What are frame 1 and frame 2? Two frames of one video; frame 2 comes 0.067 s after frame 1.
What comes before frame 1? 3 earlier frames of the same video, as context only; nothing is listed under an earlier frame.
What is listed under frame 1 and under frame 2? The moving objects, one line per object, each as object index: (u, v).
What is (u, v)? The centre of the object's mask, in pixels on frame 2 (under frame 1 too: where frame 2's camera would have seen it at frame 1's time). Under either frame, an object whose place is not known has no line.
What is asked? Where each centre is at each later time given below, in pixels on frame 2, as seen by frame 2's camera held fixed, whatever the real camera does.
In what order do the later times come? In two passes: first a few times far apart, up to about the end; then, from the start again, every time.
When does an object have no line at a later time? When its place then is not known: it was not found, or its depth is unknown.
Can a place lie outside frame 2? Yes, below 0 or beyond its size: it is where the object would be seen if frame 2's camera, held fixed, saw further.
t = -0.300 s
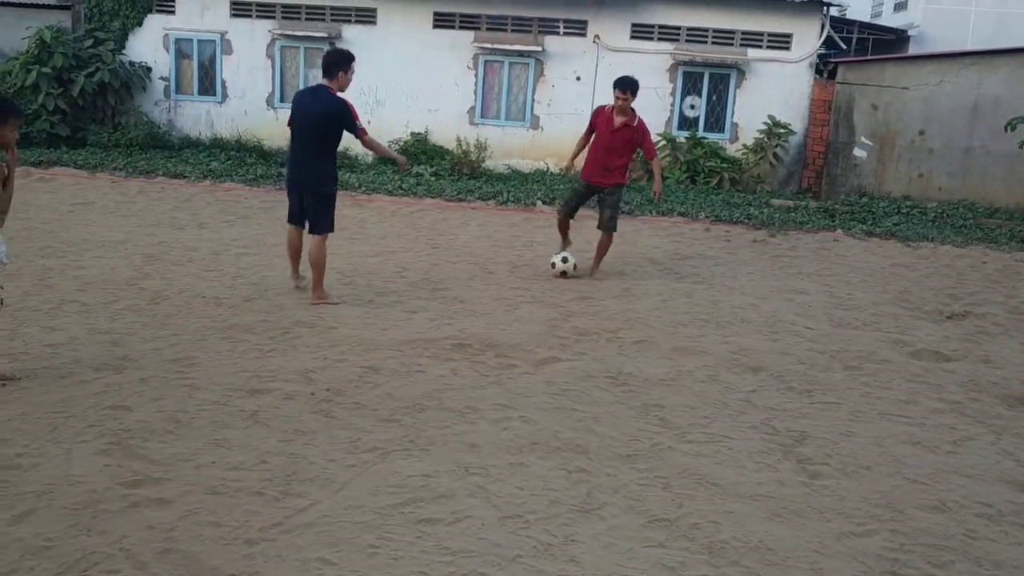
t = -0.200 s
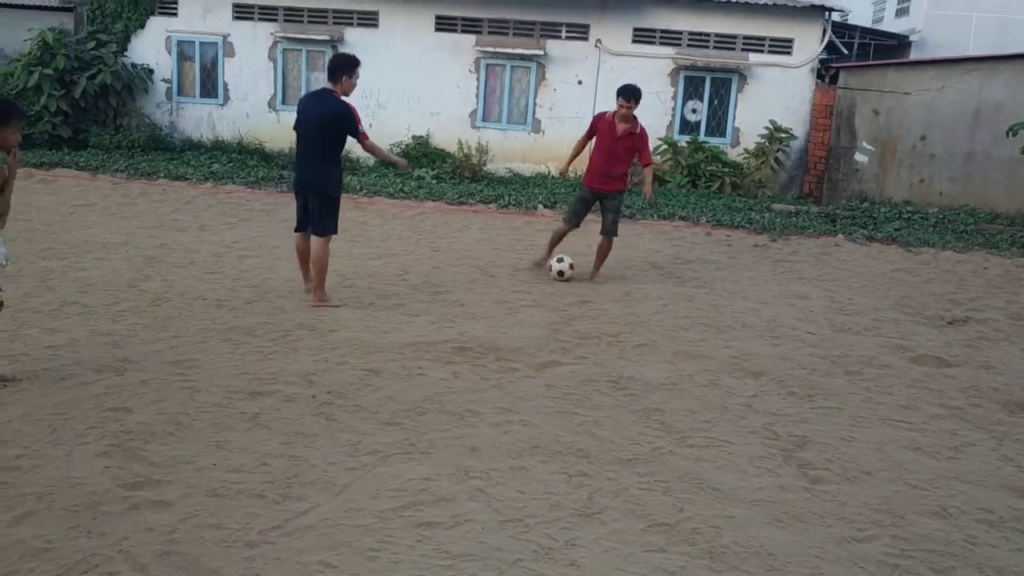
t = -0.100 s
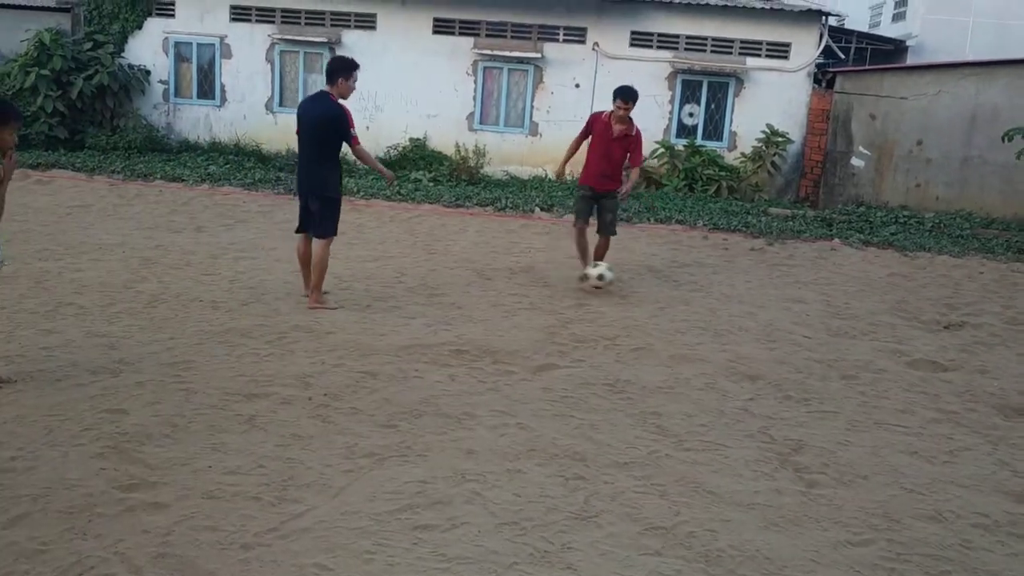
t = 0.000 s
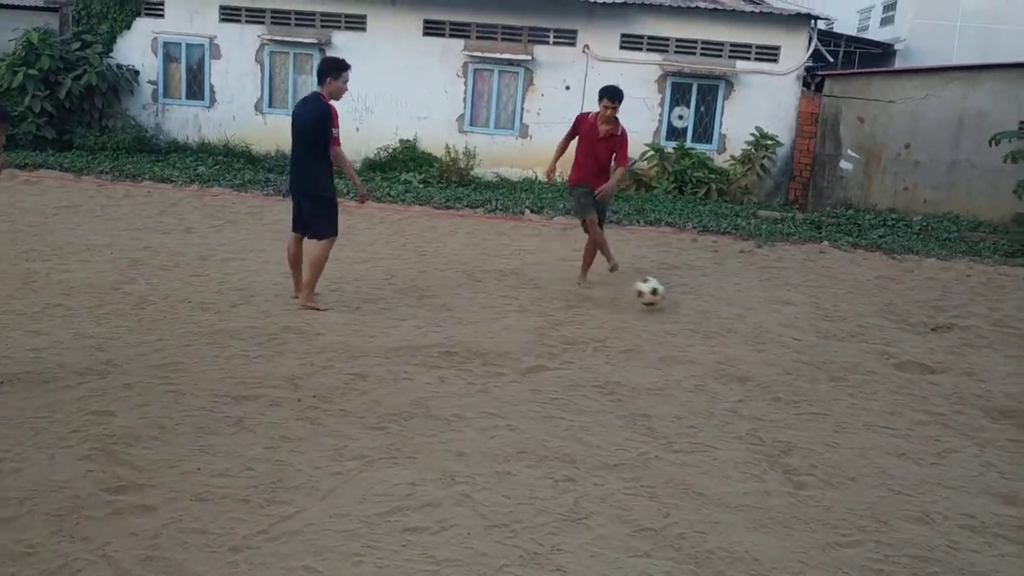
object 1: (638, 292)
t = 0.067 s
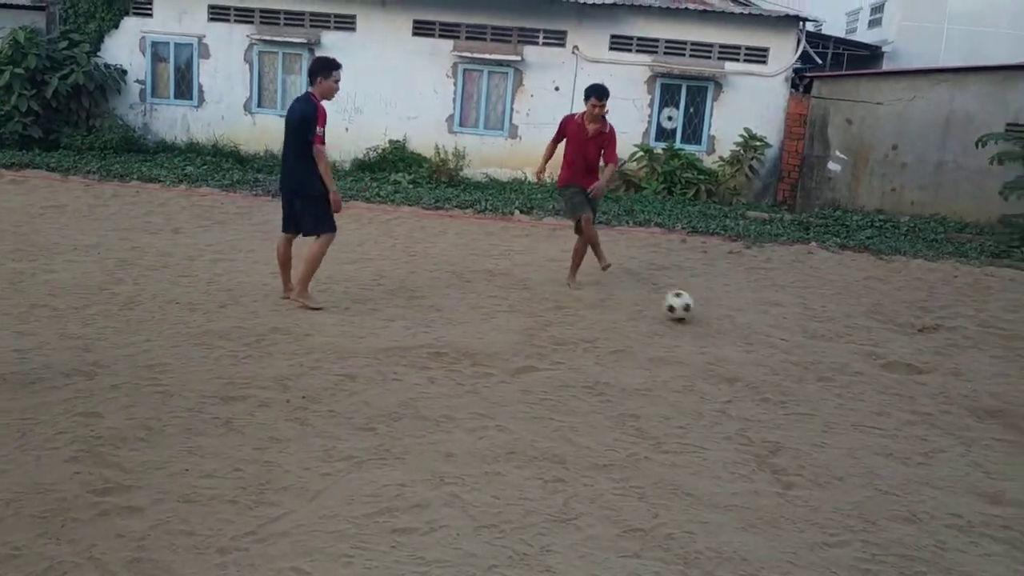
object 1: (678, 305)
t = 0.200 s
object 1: (748, 321)
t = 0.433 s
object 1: (861, 360)
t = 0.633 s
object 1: (960, 390)
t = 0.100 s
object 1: (695, 307)
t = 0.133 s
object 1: (712, 309)
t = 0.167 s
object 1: (730, 314)
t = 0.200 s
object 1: (748, 321)
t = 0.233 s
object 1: (766, 328)
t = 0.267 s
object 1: (784, 336)
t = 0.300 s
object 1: (800, 336)
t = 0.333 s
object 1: (815, 340)
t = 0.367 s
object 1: (831, 344)
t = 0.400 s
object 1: (846, 351)
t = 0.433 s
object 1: (861, 360)
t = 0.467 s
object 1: (878, 363)
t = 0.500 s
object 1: (894, 366)
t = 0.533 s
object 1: (911, 370)
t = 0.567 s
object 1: (927, 376)
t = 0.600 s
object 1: (945, 386)
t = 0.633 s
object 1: (960, 390)
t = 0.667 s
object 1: (978, 394)
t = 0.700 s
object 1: (997, 398)
